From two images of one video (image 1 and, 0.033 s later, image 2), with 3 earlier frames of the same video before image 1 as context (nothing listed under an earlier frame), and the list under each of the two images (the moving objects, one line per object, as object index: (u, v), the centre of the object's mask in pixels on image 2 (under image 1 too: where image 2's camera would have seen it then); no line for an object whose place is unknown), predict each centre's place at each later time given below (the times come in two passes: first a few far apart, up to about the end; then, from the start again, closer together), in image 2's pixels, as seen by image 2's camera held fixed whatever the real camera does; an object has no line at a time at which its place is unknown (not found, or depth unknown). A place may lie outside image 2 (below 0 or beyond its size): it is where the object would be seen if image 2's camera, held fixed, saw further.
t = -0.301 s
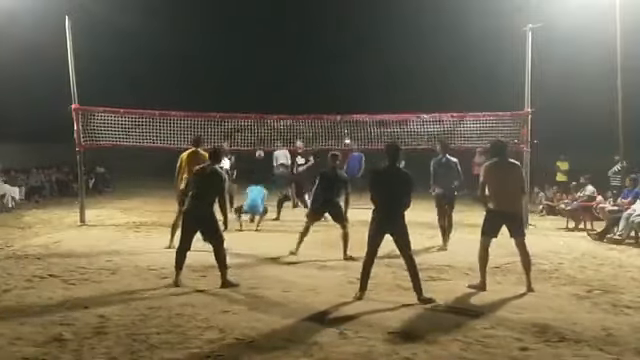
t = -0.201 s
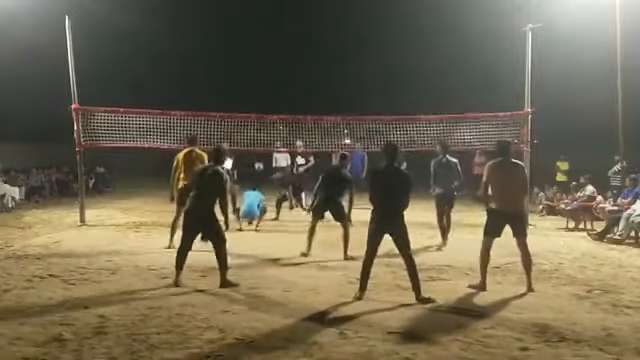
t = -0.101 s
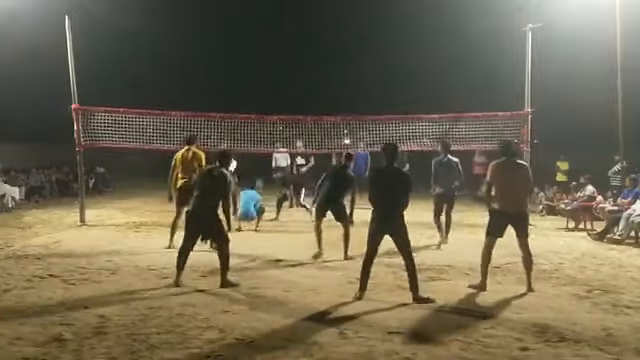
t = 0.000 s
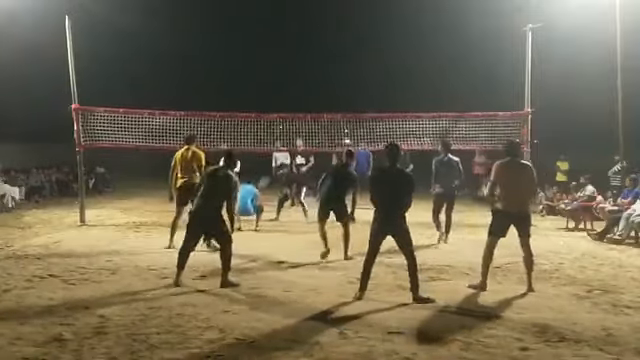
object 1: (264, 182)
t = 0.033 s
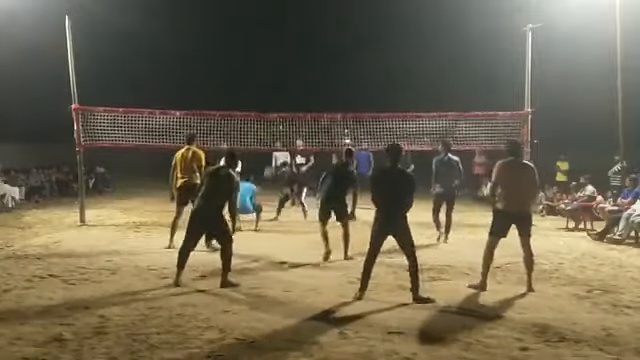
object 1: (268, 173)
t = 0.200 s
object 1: (294, 125)
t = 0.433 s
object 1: (331, 84)
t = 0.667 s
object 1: (369, 68)
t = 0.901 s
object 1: (406, 79)
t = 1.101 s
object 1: (437, 110)
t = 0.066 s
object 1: (270, 164)
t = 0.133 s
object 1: (285, 142)
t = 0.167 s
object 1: (288, 135)
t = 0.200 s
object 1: (294, 125)
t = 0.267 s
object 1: (305, 110)
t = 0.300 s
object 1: (310, 105)
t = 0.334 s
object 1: (314, 99)
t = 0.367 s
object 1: (320, 93)
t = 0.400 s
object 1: (326, 88)
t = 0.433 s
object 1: (331, 84)
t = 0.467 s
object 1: (336, 80)
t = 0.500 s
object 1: (342, 77)
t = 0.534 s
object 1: (347, 74)
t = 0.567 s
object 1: (352, 71)
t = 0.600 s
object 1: (357, 70)
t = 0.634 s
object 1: (363, 68)
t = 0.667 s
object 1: (369, 68)
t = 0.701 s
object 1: (374, 68)
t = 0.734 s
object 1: (379, 68)
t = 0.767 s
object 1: (385, 69)
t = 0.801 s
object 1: (390, 71)
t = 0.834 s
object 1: (395, 73)
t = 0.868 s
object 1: (401, 76)
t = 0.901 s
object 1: (406, 79)
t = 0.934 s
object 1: (412, 83)
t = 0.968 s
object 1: (416, 88)
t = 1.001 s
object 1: (422, 93)
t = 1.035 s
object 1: (427, 99)
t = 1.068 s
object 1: (432, 105)
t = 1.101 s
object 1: (437, 110)
